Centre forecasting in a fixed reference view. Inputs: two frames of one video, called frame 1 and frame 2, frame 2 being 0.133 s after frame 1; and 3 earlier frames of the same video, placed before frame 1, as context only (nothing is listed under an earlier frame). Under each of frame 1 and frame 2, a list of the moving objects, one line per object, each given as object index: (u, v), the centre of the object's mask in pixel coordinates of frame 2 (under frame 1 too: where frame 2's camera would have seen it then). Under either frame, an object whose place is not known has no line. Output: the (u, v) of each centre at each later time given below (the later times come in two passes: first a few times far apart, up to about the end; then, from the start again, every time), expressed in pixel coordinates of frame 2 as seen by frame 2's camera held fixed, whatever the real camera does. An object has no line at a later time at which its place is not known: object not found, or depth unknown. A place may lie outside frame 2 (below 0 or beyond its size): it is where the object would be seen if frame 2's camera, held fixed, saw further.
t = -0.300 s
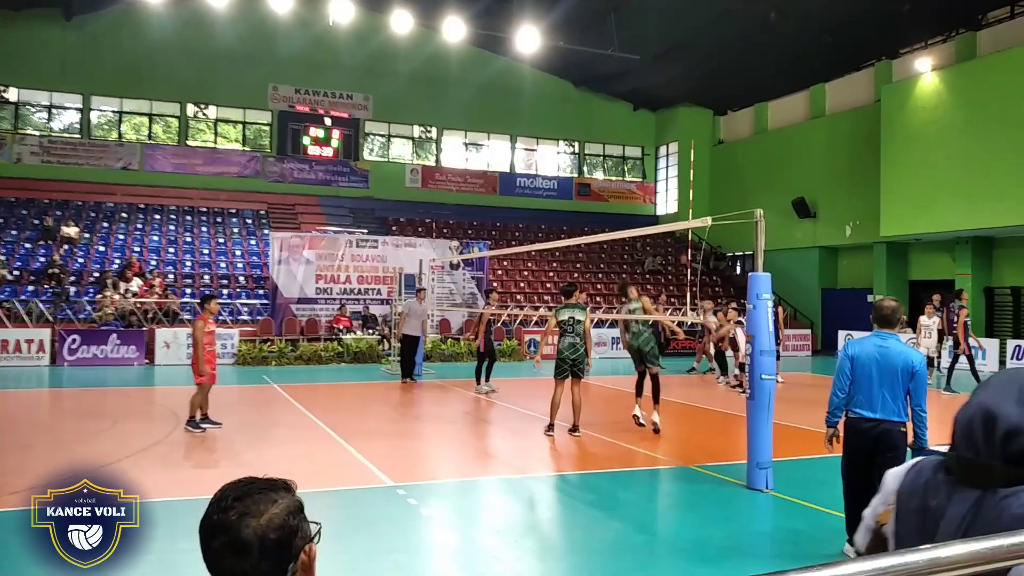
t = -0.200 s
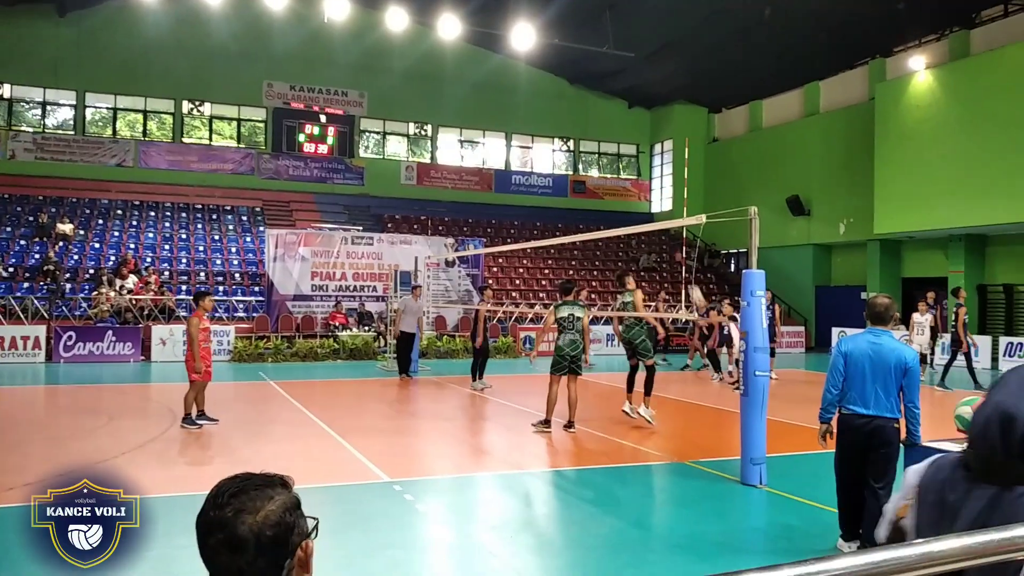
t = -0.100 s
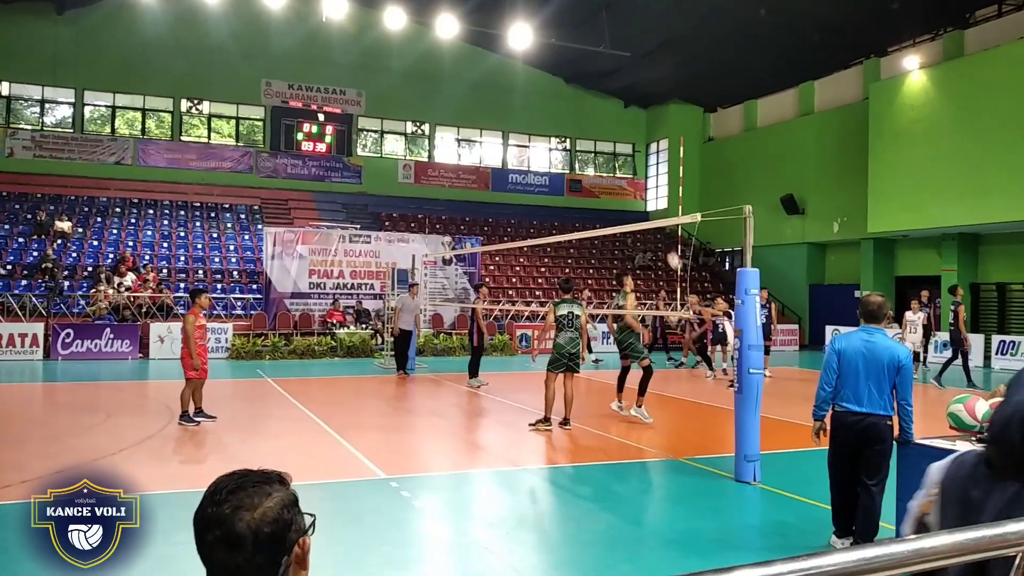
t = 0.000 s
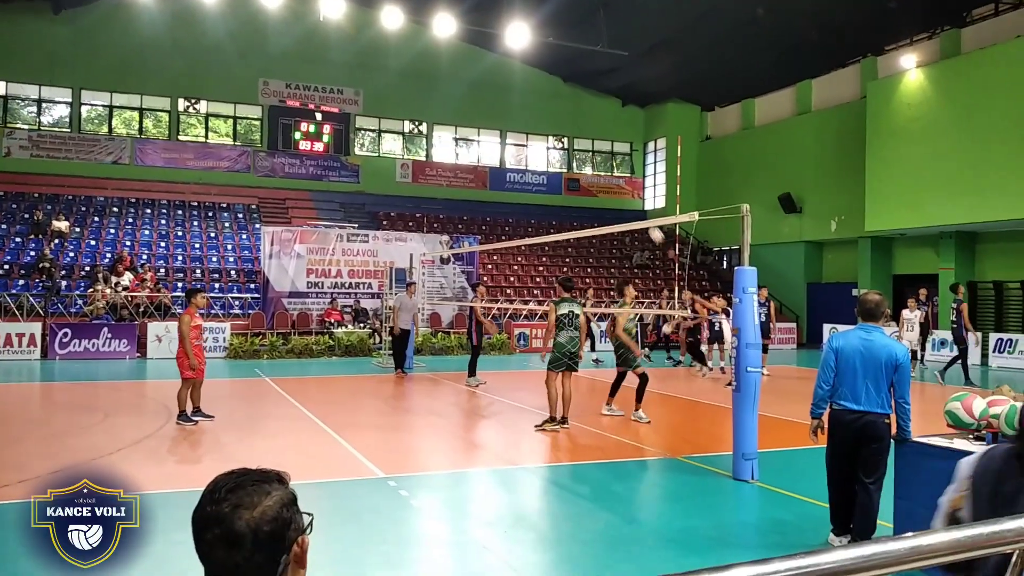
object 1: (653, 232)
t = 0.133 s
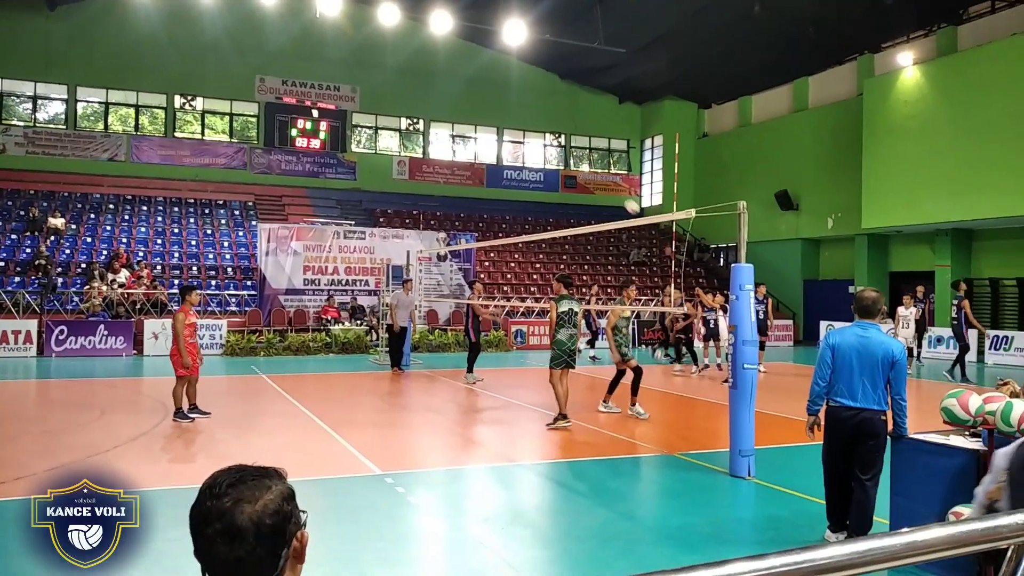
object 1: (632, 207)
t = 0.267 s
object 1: (611, 192)
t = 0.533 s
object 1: (569, 191)
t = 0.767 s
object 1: (532, 222)
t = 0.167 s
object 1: (627, 202)
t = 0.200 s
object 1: (621, 198)
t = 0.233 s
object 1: (616, 195)
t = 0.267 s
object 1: (611, 192)
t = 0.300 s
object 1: (606, 189)
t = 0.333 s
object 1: (600, 188)
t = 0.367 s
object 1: (595, 187)
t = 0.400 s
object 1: (590, 186)
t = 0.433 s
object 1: (585, 186)
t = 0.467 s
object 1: (579, 187)
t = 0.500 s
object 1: (574, 189)
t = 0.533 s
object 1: (569, 191)
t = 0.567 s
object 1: (564, 193)
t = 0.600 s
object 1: (559, 197)
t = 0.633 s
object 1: (553, 200)
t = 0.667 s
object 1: (548, 205)
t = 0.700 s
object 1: (543, 210)
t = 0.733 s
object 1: (538, 215)
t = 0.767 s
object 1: (532, 222)
